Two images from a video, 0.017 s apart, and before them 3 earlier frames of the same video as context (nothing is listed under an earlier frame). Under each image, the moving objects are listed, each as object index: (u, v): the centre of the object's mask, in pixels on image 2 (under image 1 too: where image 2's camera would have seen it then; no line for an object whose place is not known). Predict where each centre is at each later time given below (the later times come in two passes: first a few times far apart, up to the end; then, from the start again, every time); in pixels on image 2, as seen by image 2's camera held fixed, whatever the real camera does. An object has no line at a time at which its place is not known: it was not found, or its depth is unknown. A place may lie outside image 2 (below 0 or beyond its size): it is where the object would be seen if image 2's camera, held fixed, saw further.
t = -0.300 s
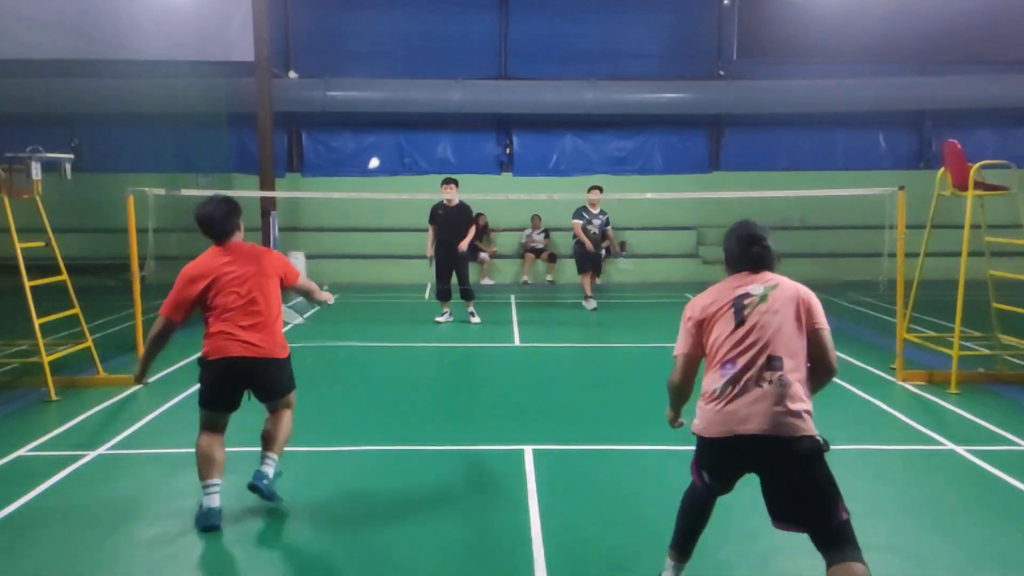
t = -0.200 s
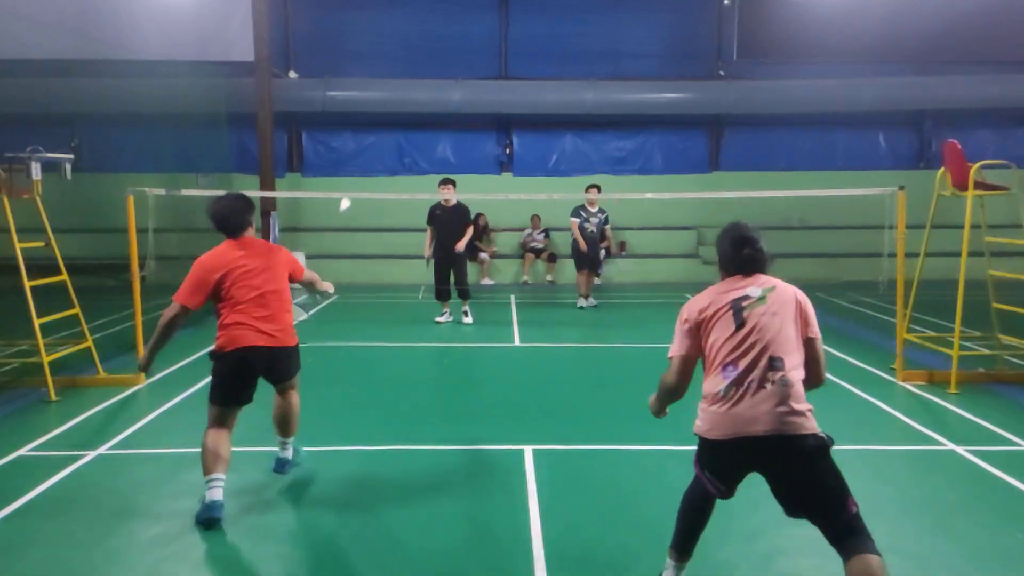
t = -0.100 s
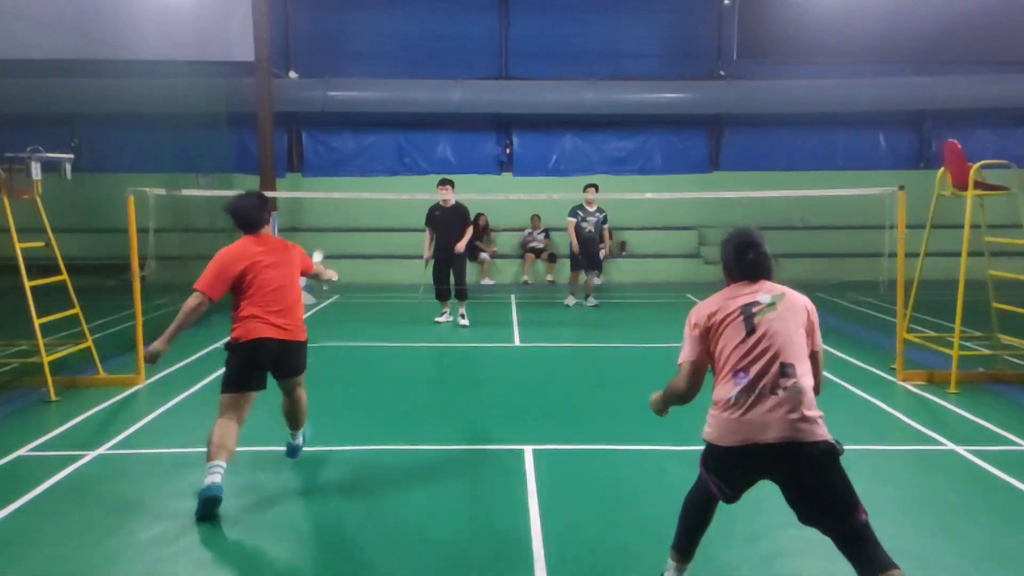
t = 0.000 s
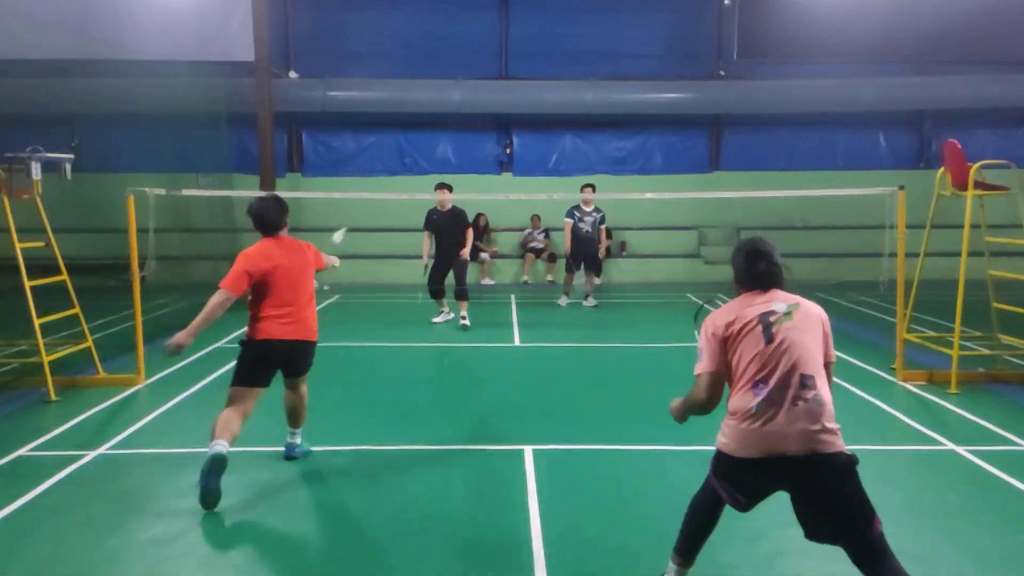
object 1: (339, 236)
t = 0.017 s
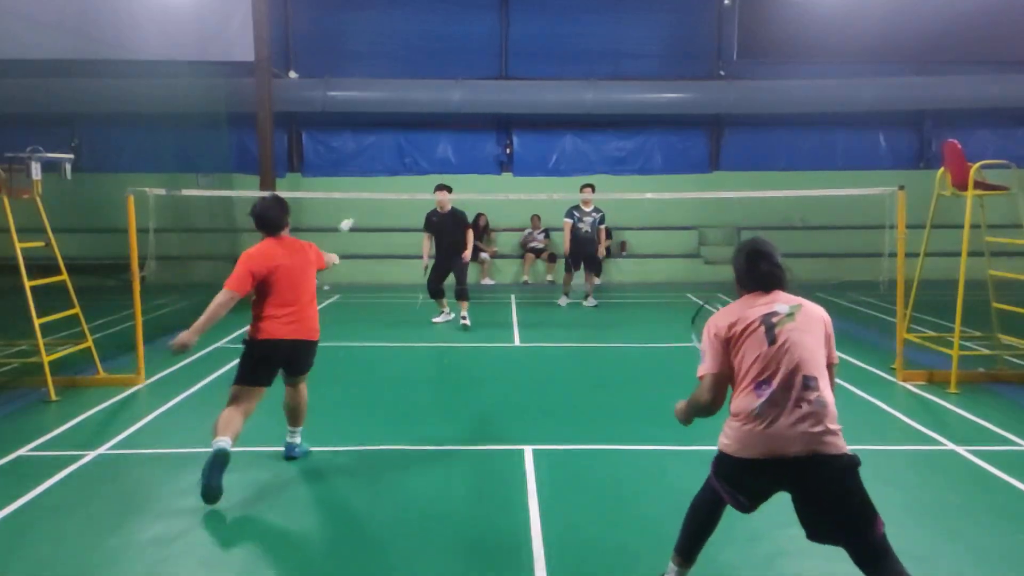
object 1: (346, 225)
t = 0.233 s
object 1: (427, 154)
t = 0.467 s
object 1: (479, 167)
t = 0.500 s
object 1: (486, 172)
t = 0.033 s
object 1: (354, 215)
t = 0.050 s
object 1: (361, 206)
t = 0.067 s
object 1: (368, 198)
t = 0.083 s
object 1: (374, 191)
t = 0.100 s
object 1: (380, 186)
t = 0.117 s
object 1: (386, 181)
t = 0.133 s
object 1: (392, 176)
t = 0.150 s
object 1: (398, 171)
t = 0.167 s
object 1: (403, 167)
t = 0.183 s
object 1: (409, 163)
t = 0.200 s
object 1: (415, 160)
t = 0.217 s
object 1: (421, 156)
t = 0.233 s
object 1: (427, 154)
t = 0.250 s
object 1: (432, 152)
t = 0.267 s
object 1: (437, 151)
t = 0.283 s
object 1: (441, 151)
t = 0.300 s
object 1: (445, 151)
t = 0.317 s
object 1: (448, 151)
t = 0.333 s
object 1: (452, 152)
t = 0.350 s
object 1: (455, 153)
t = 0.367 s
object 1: (459, 155)
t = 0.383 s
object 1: (462, 156)
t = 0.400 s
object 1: (466, 158)
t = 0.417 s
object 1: (469, 160)
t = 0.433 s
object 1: (473, 162)
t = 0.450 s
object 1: (476, 164)
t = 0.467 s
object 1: (479, 167)
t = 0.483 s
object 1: (482, 169)
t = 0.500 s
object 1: (486, 172)
